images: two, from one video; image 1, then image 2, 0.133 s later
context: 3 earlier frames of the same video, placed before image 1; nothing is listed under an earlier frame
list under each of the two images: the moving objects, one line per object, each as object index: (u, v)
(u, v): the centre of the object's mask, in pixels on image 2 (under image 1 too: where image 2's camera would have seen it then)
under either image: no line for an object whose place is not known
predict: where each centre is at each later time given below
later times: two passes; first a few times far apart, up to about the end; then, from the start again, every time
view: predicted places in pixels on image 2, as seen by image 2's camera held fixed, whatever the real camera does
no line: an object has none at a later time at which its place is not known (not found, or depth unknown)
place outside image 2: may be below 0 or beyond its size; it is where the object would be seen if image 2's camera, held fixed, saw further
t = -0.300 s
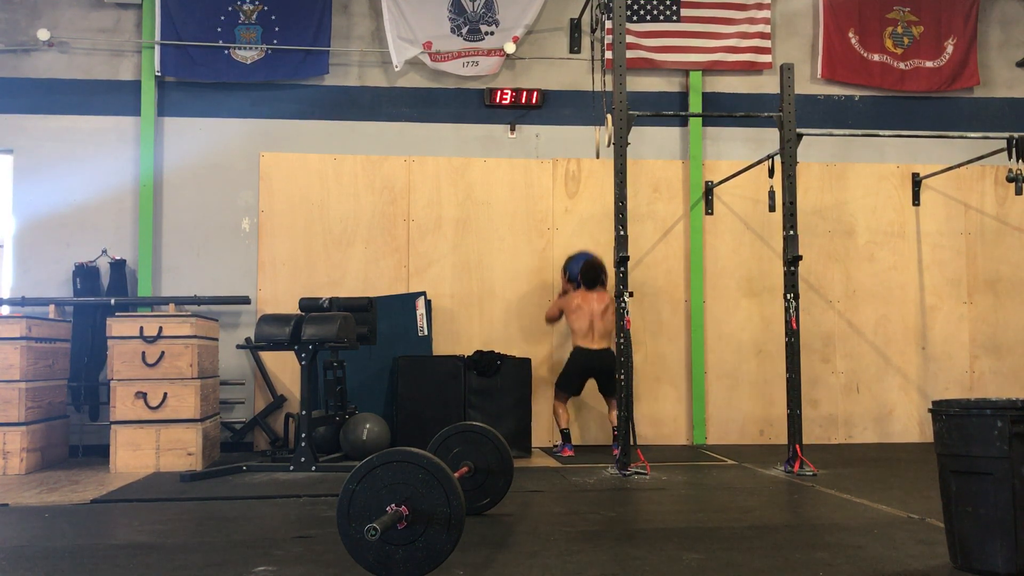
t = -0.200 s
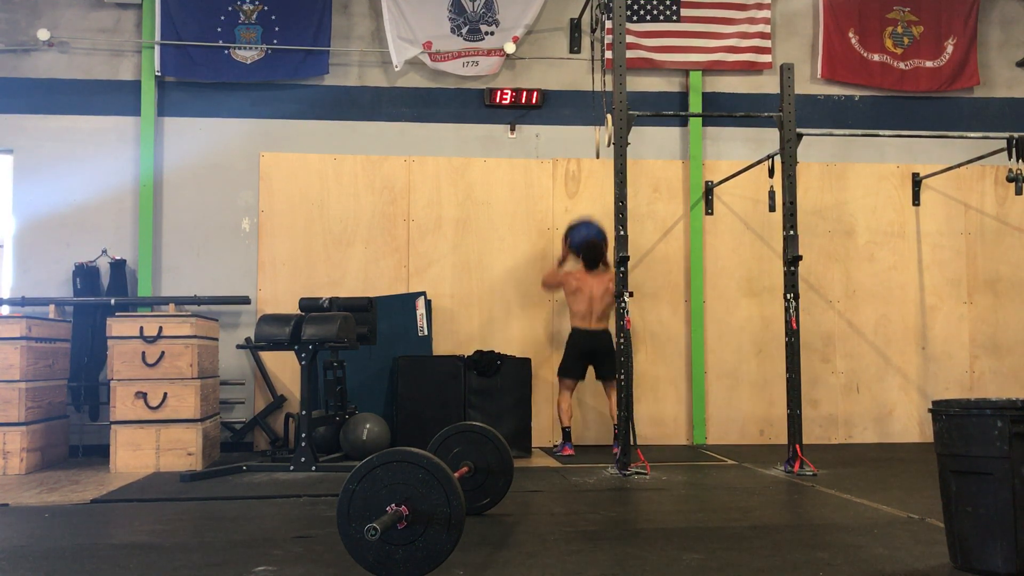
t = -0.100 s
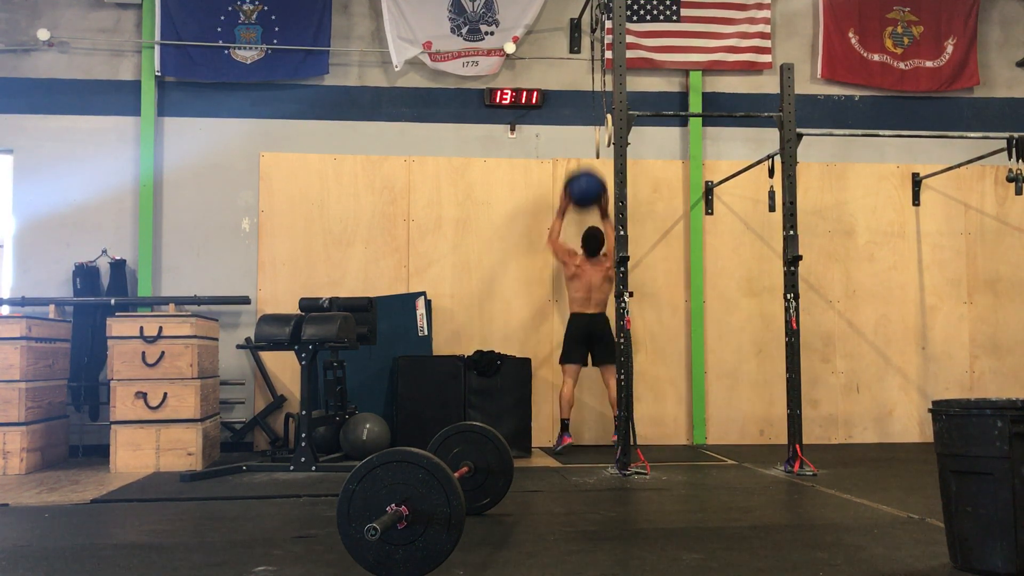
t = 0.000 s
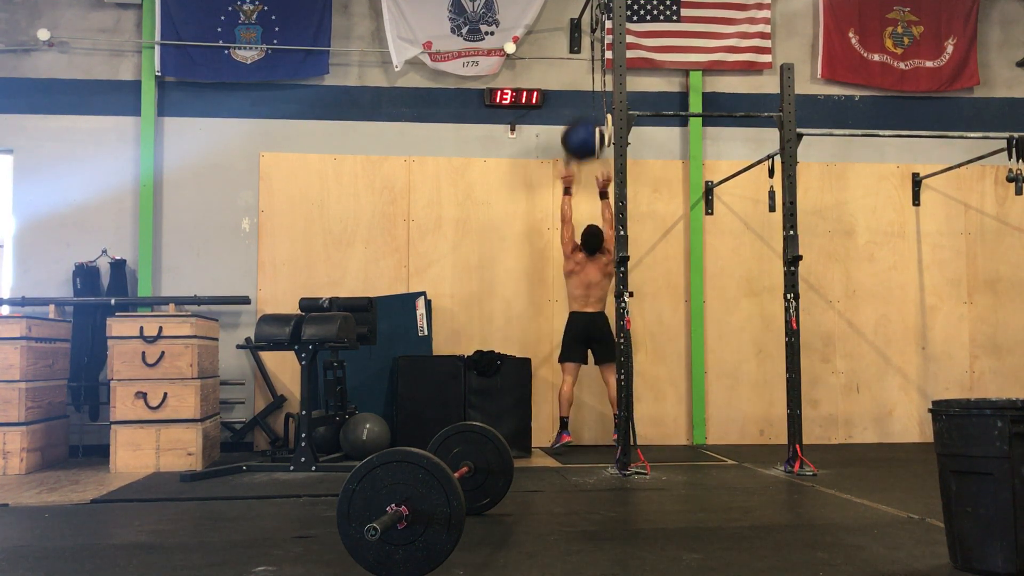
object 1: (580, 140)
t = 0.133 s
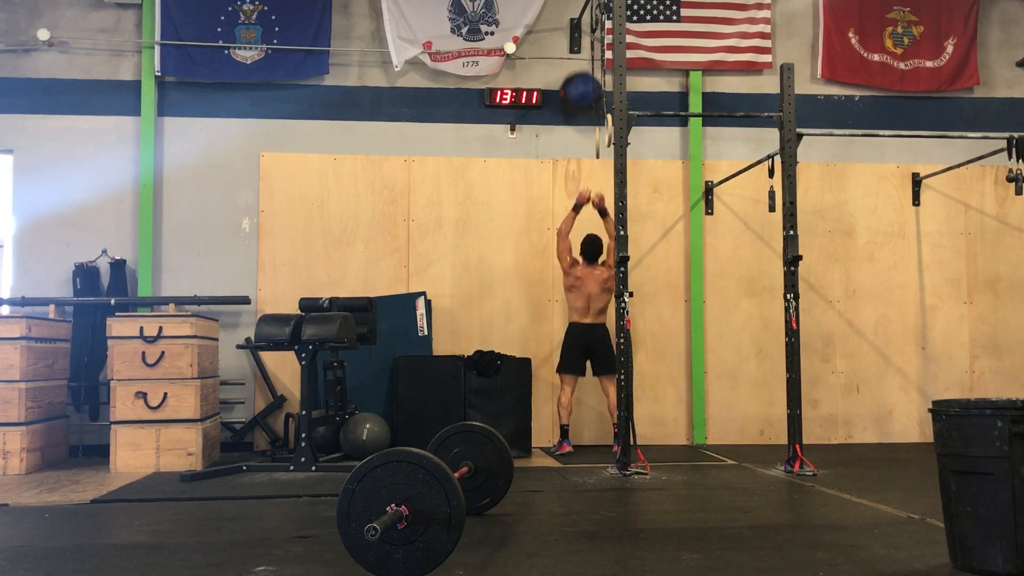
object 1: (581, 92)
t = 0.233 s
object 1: (580, 73)
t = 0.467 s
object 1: (581, 70)
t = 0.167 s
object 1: (580, 83)
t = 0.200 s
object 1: (579, 78)
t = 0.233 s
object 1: (580, 73)
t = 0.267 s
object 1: (580, 69)
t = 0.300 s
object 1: (580, 66)
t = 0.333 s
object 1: (580, 65)
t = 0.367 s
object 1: (581, 64)
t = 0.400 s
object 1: (581, 65)
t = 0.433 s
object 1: (581, 67)
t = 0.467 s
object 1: (581, 70)
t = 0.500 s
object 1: (582, 73)
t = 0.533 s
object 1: (582, 79)
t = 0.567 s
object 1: (582, 86)
